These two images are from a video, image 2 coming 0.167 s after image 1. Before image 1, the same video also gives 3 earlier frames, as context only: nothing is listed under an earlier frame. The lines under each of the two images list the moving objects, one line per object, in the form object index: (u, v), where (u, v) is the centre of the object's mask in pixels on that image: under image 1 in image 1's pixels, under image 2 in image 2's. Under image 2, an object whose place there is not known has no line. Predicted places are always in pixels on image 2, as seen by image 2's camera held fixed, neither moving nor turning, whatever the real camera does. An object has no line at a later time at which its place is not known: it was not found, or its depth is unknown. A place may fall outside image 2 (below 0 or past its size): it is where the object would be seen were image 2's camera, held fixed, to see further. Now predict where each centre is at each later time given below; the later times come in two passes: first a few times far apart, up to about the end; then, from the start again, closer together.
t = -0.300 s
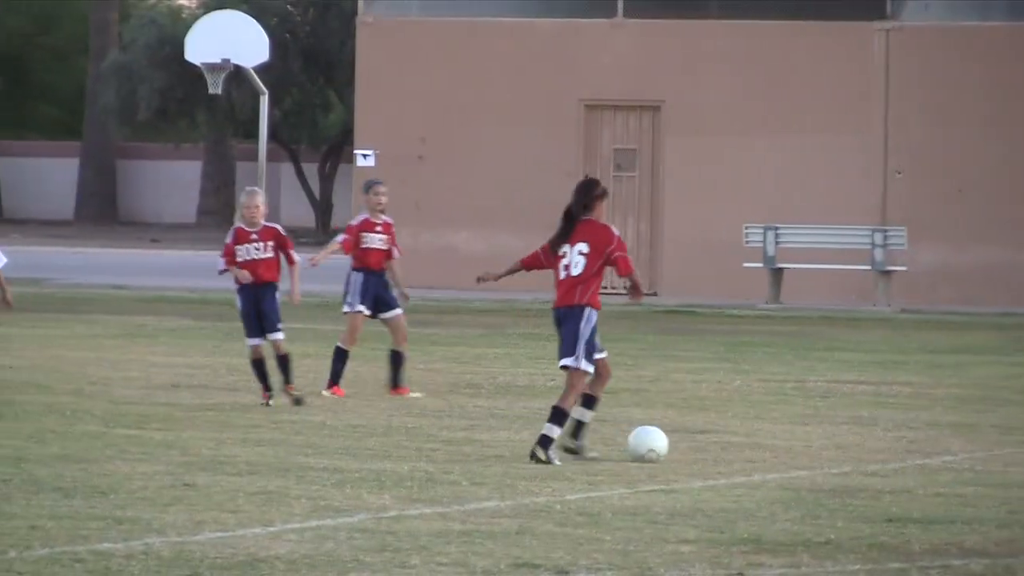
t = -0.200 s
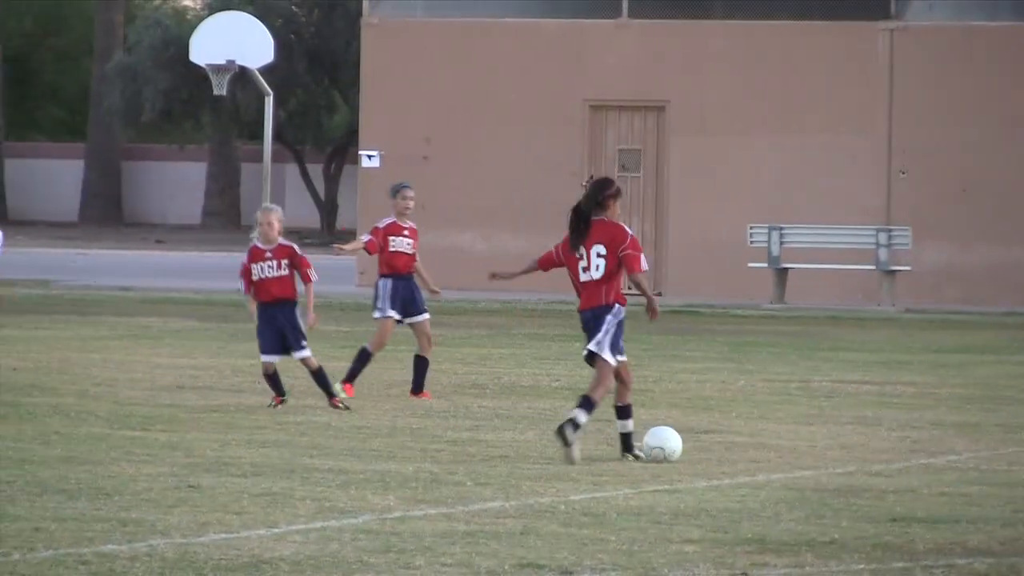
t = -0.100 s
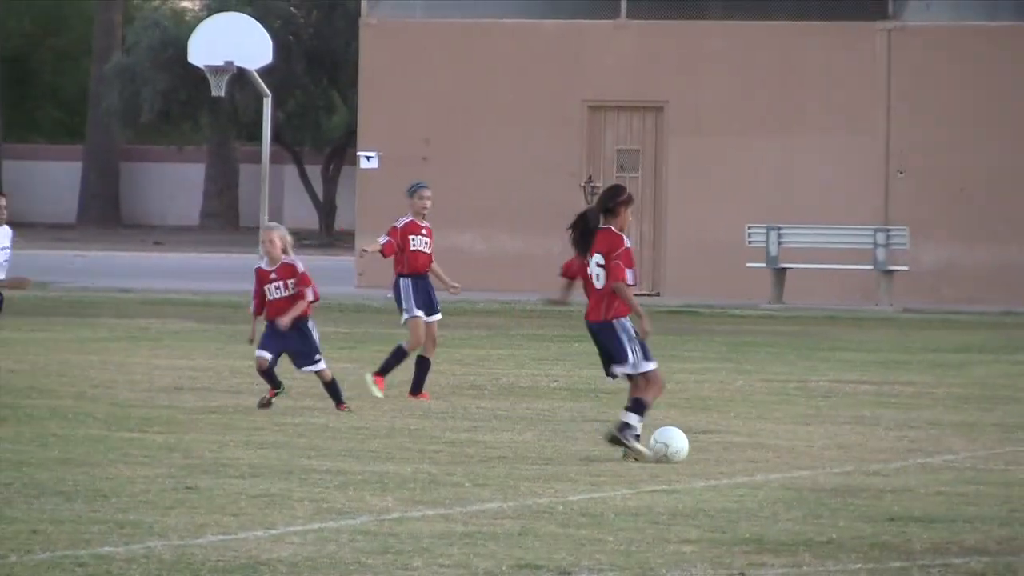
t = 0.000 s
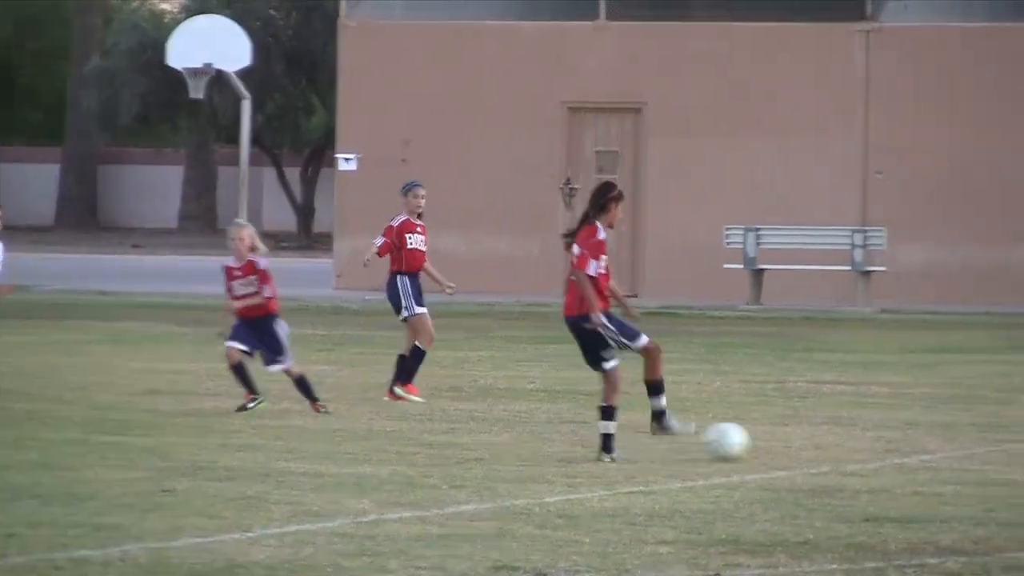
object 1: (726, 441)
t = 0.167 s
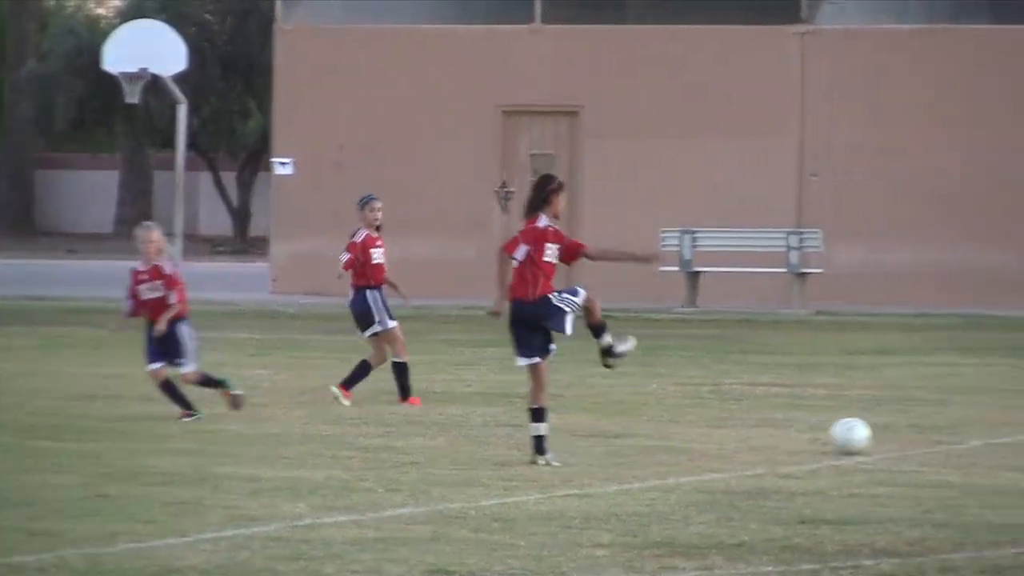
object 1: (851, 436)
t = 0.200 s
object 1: (883, 433)
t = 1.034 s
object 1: (1433, 409)
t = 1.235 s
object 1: (1521, 403)
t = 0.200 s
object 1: (883, 433)
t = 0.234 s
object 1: (916, 432)
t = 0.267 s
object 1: (947, 432)
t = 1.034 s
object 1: (1433, 409)
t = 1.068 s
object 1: (1449, 410)
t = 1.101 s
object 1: (1463, 408)
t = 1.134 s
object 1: (1478, 405)
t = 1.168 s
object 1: (1492, 402)
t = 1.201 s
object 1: (1507, 401)
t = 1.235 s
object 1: (1521, 403)
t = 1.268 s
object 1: (1535, 405)
